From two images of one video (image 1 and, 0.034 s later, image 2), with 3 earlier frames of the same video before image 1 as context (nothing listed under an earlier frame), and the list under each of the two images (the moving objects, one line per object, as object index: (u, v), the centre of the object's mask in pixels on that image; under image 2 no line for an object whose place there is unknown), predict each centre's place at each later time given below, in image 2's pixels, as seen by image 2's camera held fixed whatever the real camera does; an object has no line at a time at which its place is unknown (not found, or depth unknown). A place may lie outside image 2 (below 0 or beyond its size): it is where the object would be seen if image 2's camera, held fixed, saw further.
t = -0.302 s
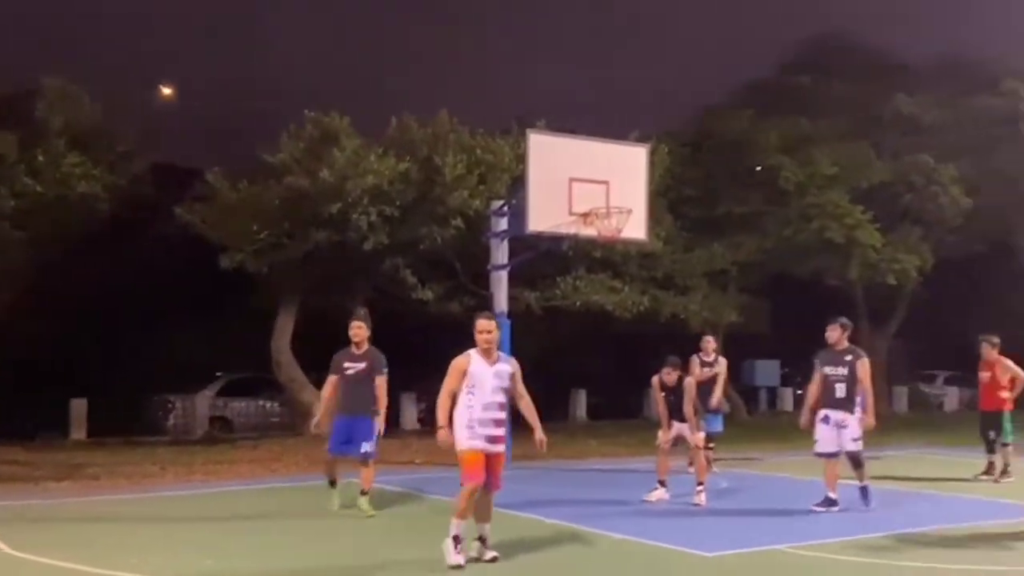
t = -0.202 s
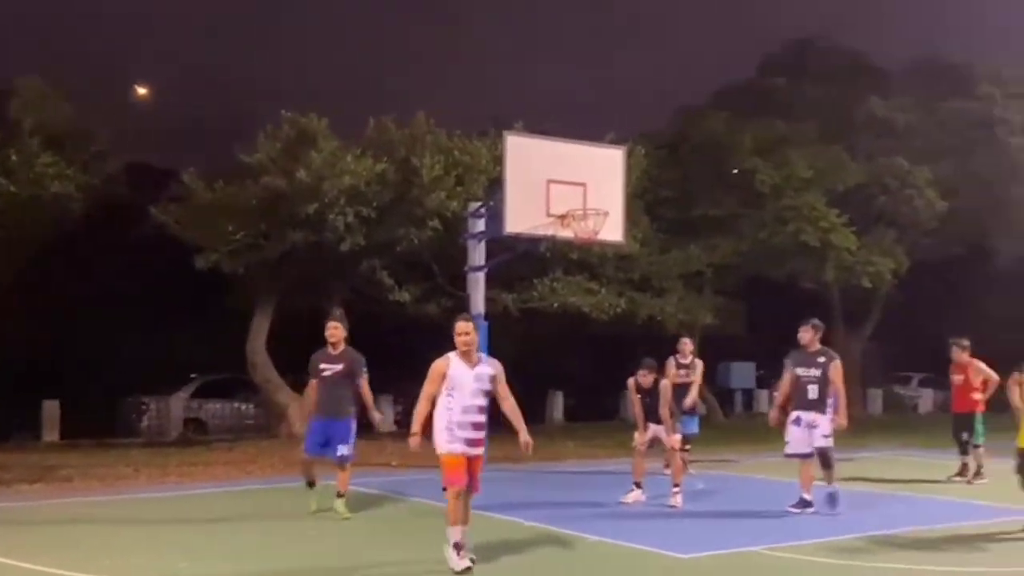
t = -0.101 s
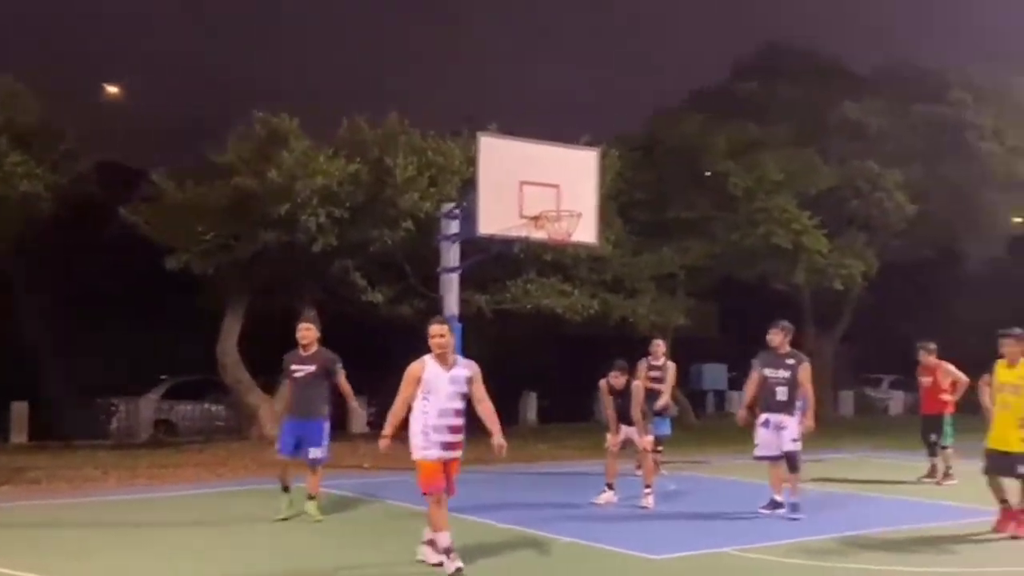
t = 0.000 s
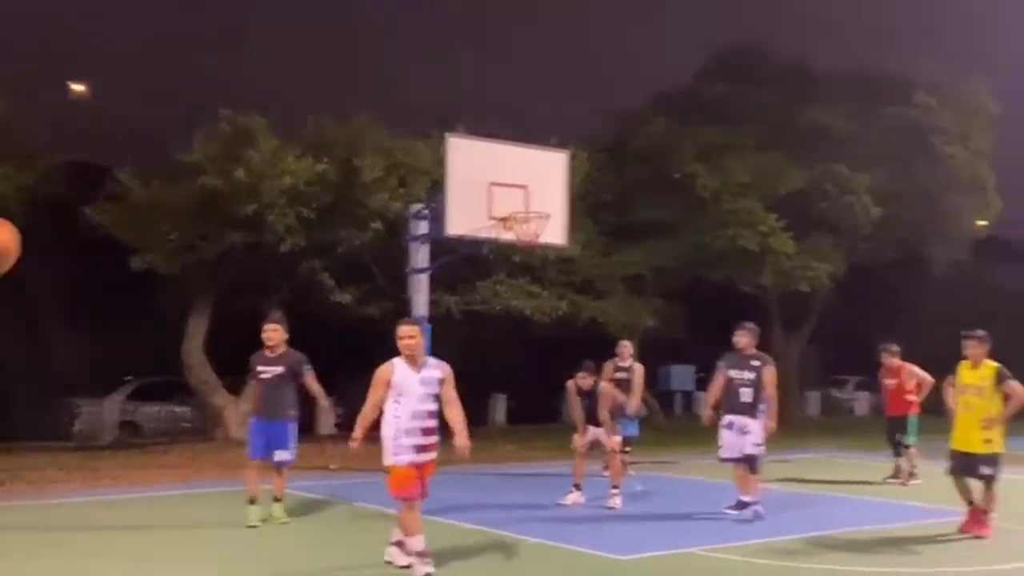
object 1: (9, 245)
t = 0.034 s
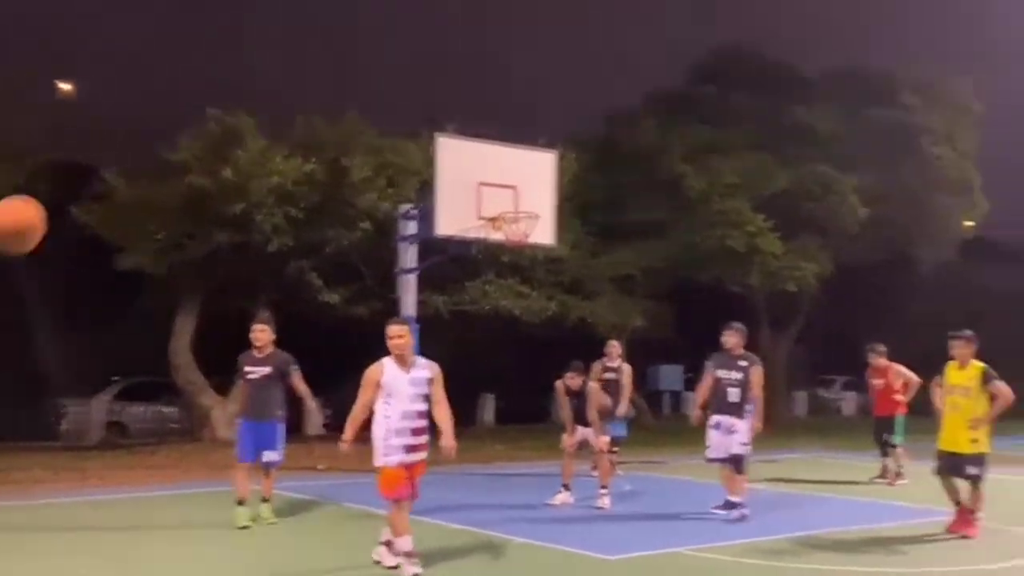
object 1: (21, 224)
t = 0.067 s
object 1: (50, 205)
